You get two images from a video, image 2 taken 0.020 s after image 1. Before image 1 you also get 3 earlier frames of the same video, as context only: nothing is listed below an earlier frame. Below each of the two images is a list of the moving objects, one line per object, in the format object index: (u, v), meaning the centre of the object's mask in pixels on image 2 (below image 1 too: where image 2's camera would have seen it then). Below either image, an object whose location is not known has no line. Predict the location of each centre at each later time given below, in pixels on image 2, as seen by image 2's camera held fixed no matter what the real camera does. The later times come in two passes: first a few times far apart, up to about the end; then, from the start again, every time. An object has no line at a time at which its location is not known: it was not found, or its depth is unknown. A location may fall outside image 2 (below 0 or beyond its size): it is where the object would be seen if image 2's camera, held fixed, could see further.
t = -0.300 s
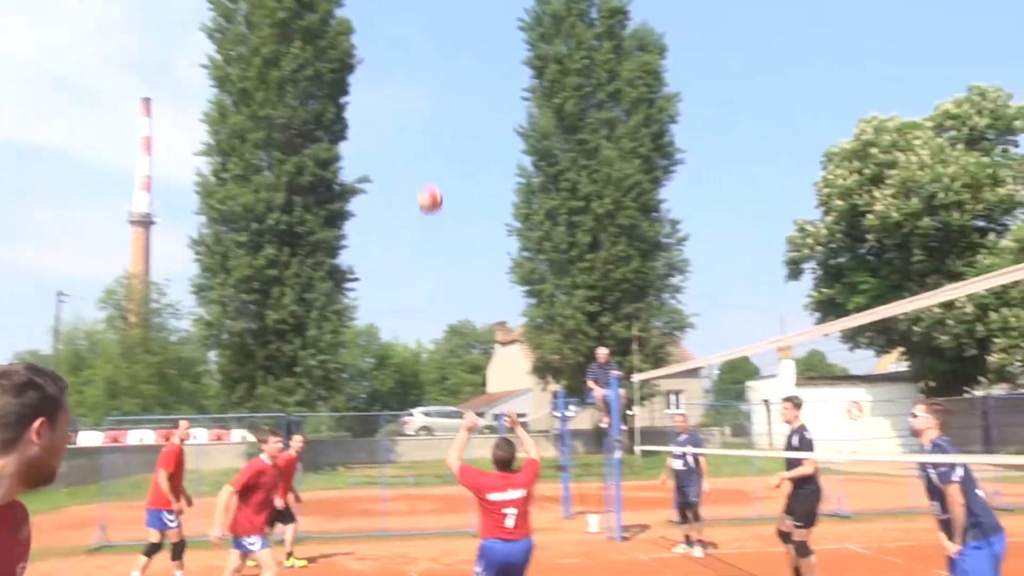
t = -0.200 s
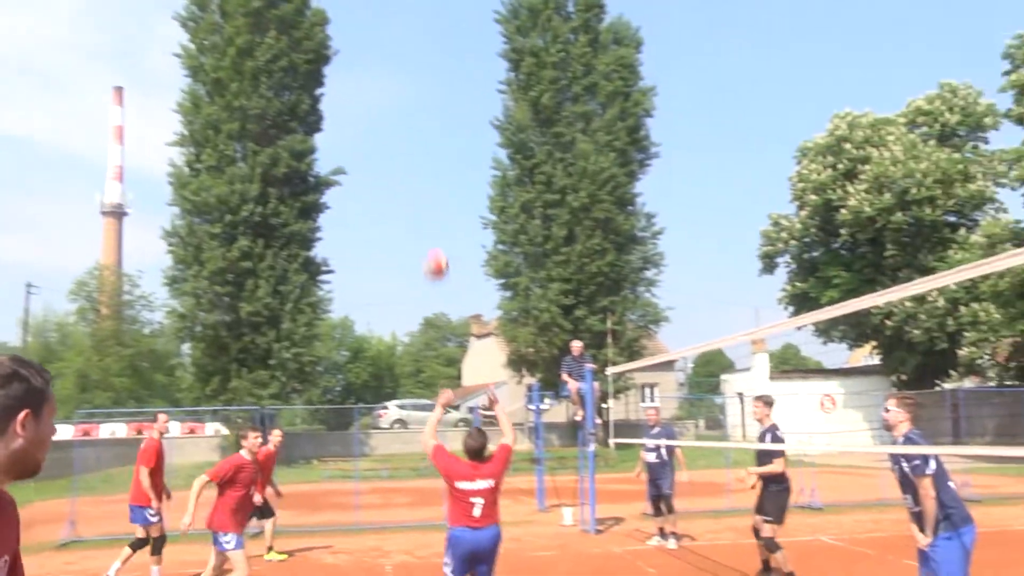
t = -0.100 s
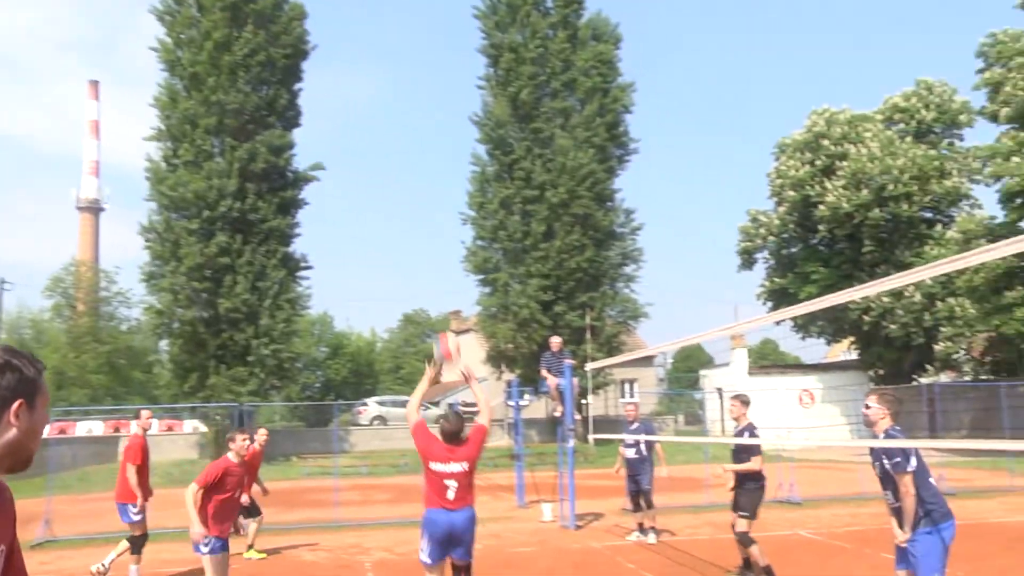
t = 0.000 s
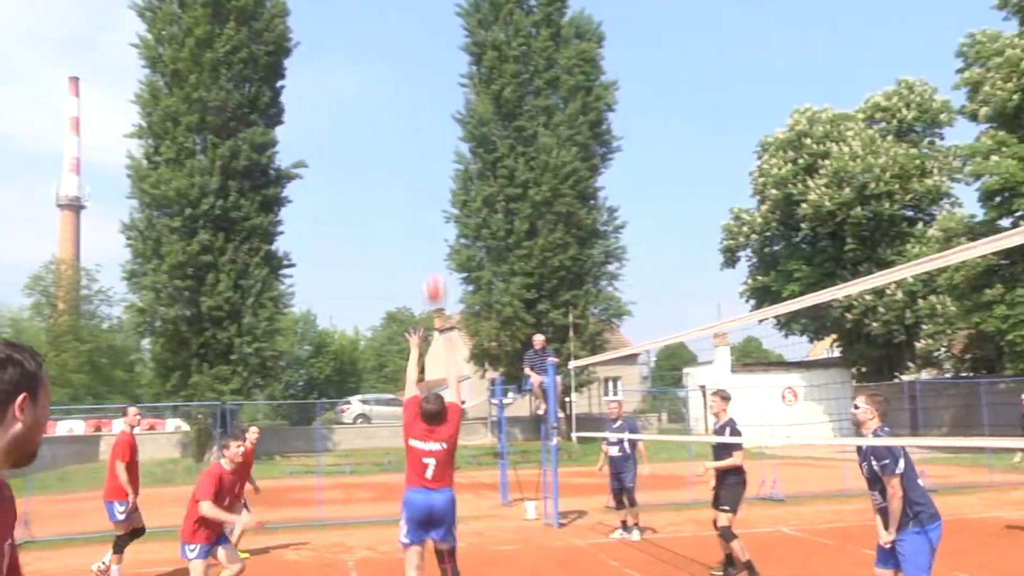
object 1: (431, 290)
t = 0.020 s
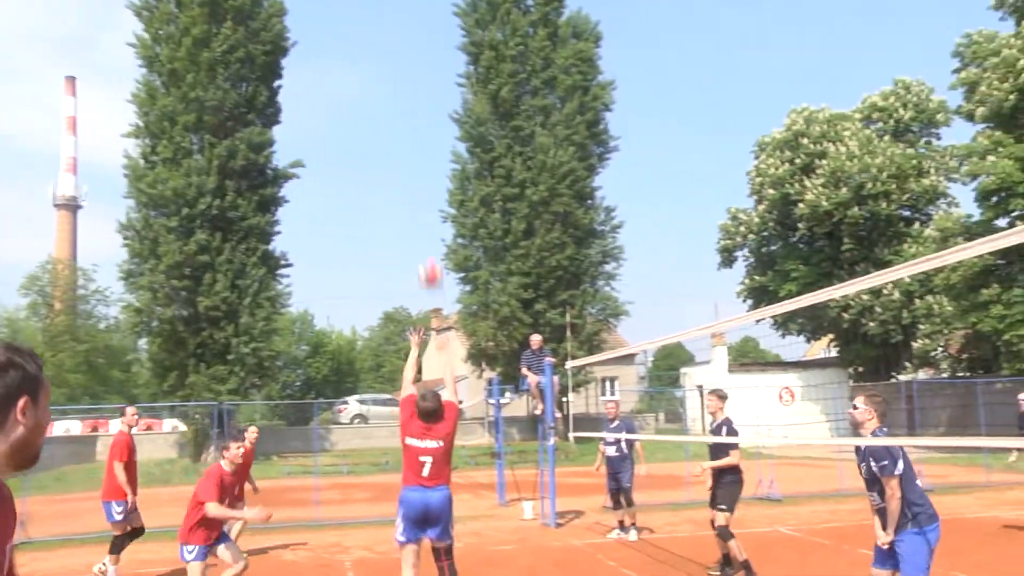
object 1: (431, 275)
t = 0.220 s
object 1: (427, 154)
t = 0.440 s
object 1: (424, 93)
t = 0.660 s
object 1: (424, 82)
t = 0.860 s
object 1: (424, 105)
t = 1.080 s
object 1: (427, 163)
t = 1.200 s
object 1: (427, 207)
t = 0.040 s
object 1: (430, 259)
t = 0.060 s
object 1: (429, 243)
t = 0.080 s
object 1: (429, 230)
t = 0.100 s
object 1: (429, 217)
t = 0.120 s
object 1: (429, 204)
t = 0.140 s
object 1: (428, 193)
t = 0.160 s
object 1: (428, 182)
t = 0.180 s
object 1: (428, 172)
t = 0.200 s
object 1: (427, 163)
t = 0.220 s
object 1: (427, 154)
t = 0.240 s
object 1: (426, 146)
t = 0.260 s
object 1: (426, 139)
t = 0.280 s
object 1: (426, 131)
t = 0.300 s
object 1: (425, 125)
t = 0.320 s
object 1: (425, 119)
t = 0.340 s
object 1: (425, 113)
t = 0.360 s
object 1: (425, 109)
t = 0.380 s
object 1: (425, 104)
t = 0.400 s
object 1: (425, 100)
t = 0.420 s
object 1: (424, 97)
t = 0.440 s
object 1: (424, 93)
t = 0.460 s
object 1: (424, 90)
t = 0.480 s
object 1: (424, 88)
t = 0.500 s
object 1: (423, 86)
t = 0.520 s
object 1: (424, 84)
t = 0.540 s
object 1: (423, 82)
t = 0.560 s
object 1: (424, 81)
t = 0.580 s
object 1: (423, 81)
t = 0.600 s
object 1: (423, 80)
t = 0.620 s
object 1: (423, 80)
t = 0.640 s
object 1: (423, 81)
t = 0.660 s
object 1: (424, 82)
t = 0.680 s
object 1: (423, 83)
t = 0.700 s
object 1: (424, 84)
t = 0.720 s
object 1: (424, 86)
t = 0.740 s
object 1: (424, 88)
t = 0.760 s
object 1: (423, 90)
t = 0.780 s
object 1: (424, 92)
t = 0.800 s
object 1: (424, 95)
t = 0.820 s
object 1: (424, 98)
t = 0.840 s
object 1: (424, 101)
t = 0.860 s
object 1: (424, 105)
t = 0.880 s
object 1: (424, 109)
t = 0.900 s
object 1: (424, 113)
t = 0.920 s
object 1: (424, 118)
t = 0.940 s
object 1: (425, 123)
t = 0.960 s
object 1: (425, 128)
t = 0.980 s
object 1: (426, 133)
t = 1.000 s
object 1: (426, 138)
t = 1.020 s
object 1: (426, 144)
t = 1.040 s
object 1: (427, 150)
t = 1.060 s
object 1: (427, 156)
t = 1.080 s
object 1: (427, 163)
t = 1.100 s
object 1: (427, 169)
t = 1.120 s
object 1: (428, 176)
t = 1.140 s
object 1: (428, 183)
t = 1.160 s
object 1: (428, 191)
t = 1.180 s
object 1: (428, 198)
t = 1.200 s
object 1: (427, 207)
